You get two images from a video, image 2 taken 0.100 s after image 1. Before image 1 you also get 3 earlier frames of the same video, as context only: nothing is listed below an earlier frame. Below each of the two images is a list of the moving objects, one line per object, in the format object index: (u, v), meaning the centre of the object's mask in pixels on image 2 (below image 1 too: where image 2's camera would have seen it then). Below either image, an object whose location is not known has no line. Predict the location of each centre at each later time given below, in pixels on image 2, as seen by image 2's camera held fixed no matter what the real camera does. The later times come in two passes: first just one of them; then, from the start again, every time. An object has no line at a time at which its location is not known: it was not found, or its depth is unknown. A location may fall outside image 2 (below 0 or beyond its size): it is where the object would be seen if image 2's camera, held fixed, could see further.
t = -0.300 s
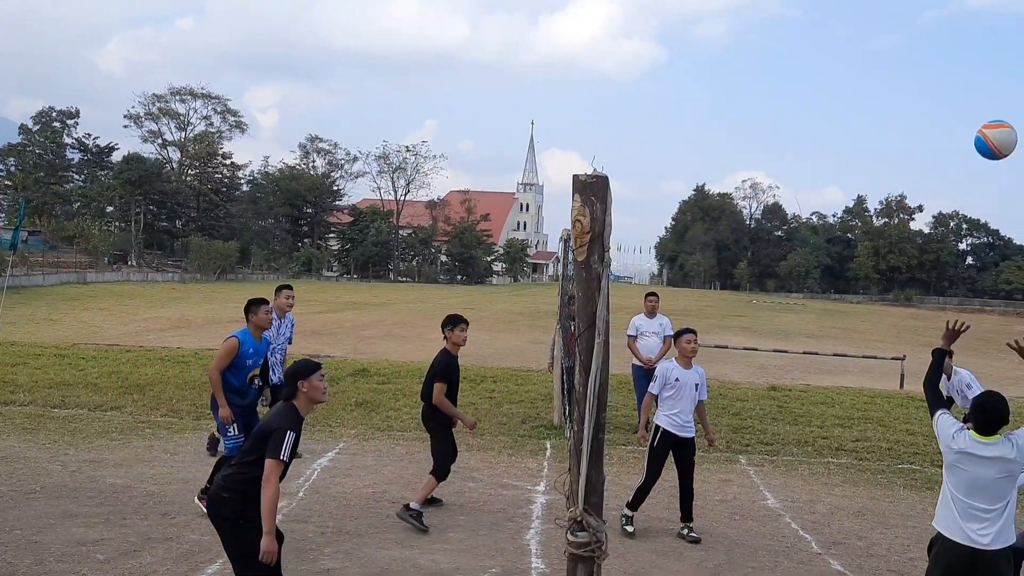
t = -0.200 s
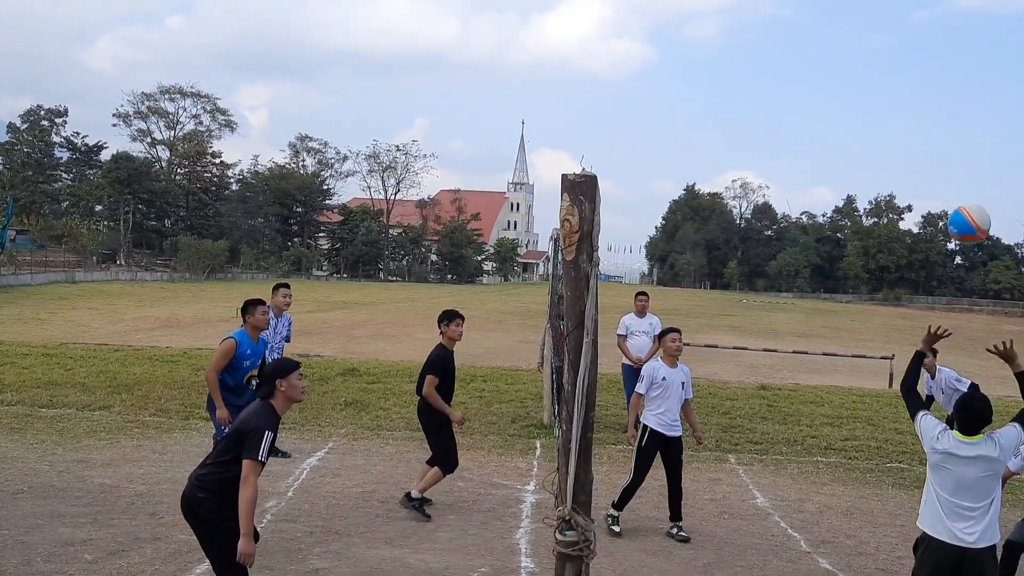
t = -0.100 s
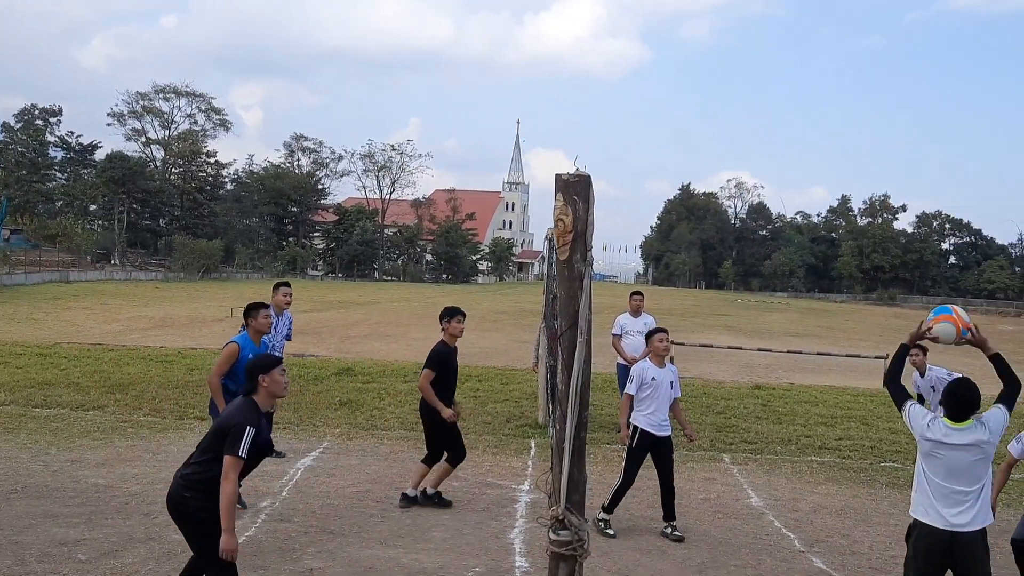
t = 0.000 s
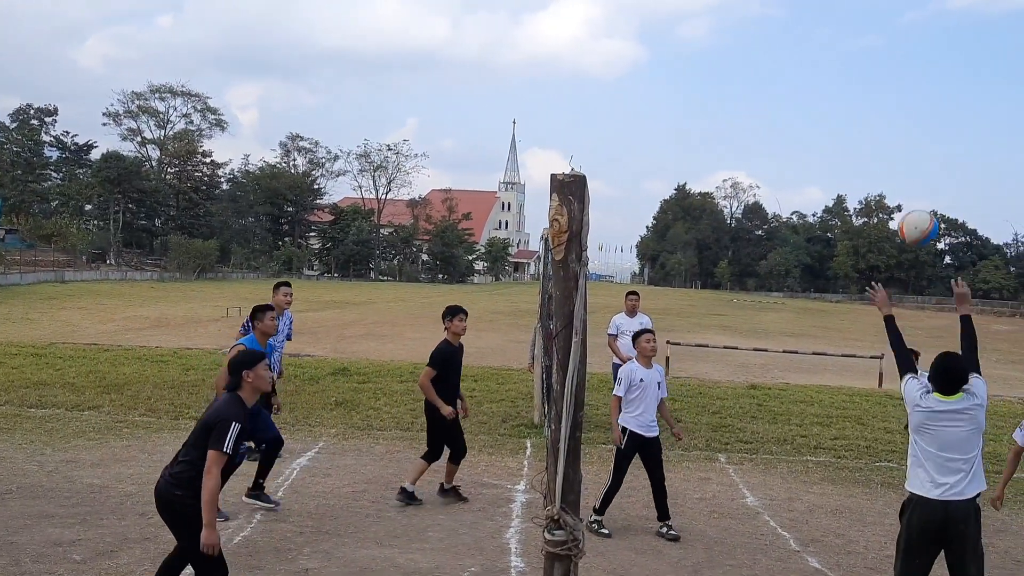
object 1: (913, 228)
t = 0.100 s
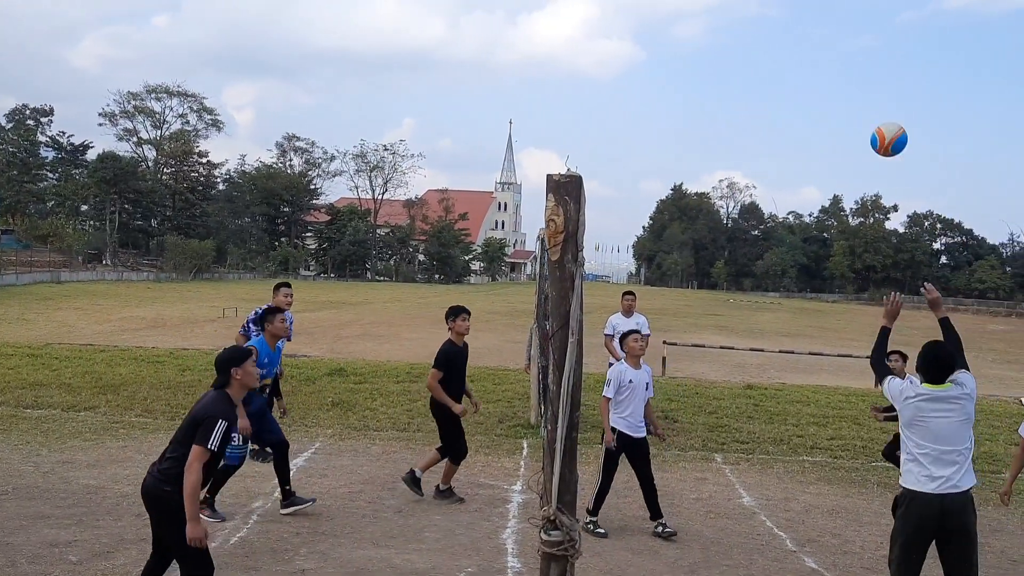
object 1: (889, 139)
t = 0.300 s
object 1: (848, 32)
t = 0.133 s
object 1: (881, 116)
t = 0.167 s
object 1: (874, 95)
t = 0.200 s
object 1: (867, 76)
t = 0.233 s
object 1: (860, 59)
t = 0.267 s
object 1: (854, 44)
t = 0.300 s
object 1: (848, 32)
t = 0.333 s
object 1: (842, 22)
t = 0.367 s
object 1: (835, 14)
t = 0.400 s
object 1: (829, 11)
